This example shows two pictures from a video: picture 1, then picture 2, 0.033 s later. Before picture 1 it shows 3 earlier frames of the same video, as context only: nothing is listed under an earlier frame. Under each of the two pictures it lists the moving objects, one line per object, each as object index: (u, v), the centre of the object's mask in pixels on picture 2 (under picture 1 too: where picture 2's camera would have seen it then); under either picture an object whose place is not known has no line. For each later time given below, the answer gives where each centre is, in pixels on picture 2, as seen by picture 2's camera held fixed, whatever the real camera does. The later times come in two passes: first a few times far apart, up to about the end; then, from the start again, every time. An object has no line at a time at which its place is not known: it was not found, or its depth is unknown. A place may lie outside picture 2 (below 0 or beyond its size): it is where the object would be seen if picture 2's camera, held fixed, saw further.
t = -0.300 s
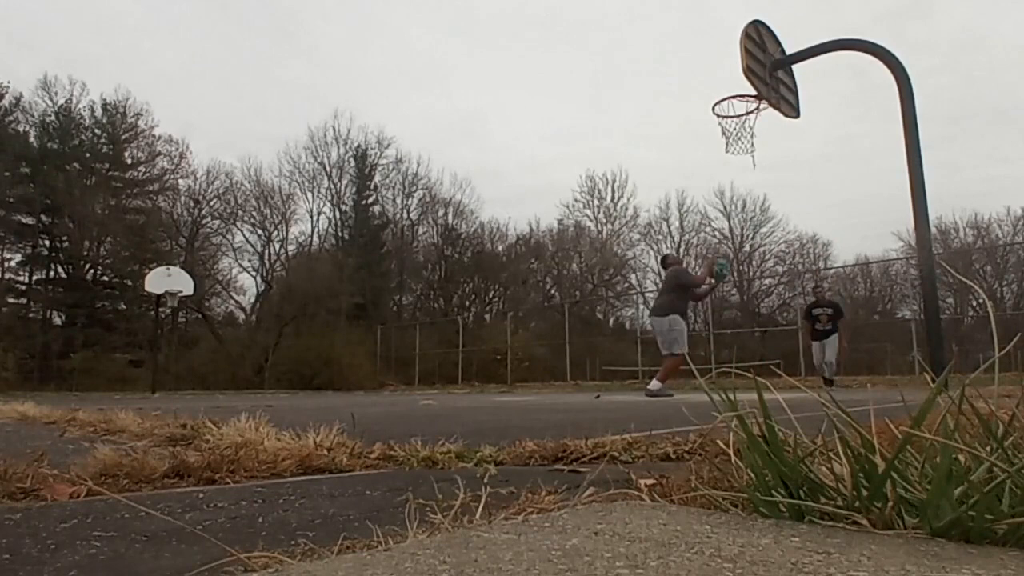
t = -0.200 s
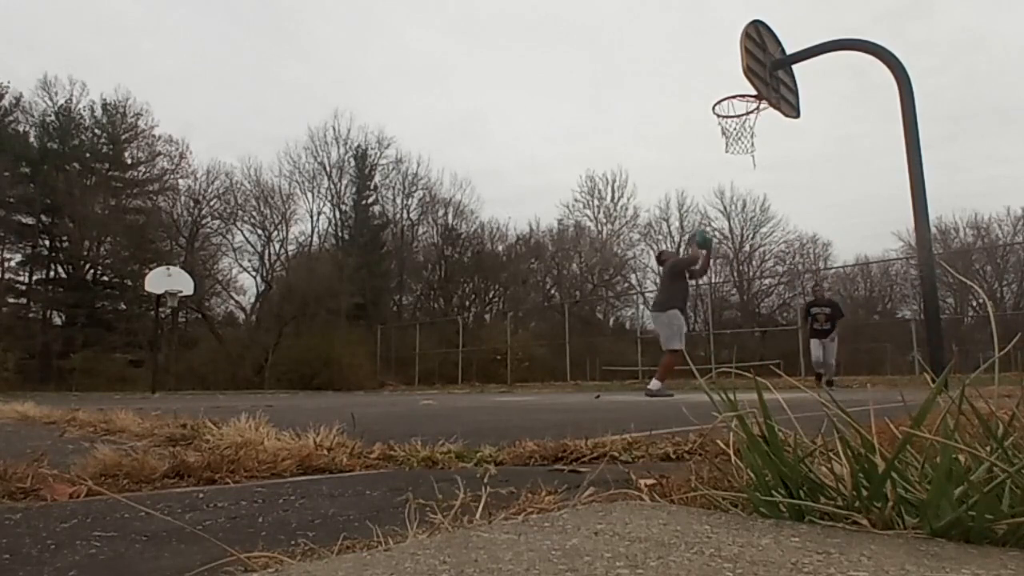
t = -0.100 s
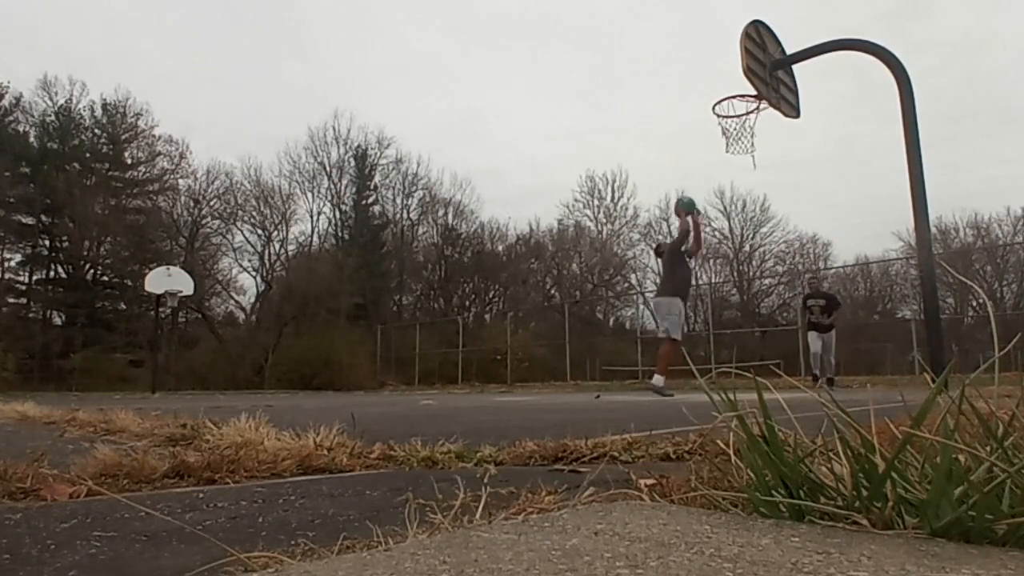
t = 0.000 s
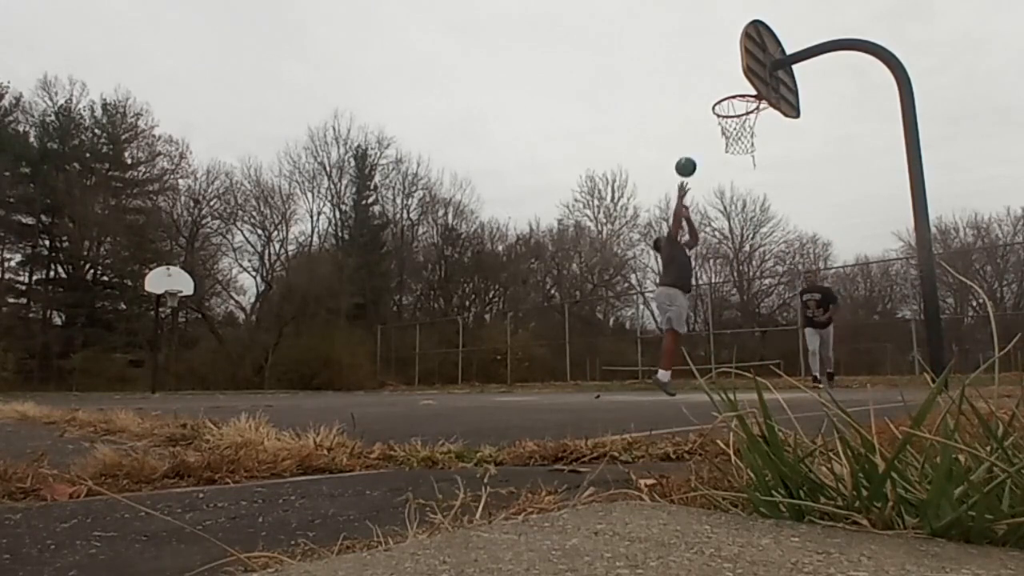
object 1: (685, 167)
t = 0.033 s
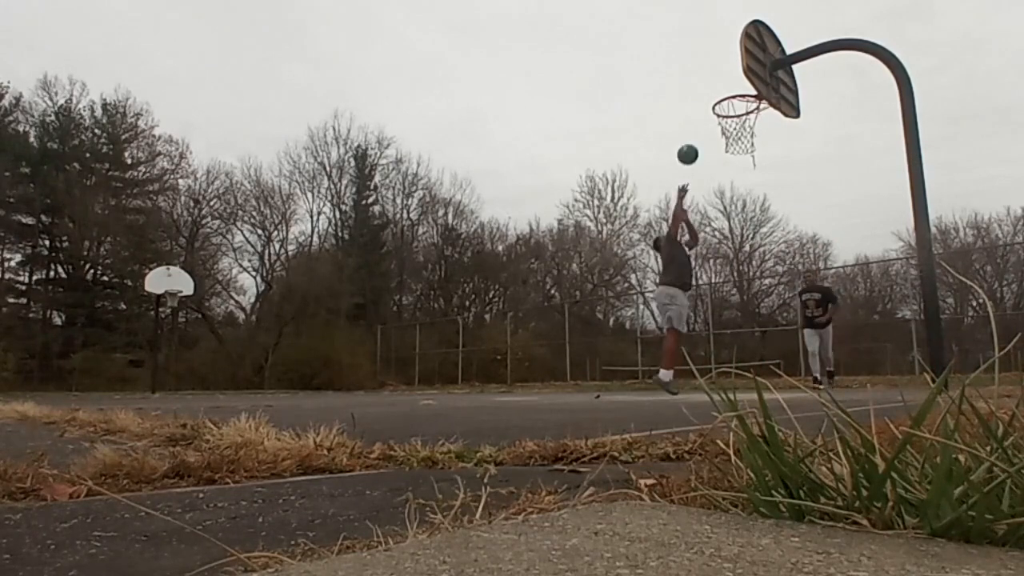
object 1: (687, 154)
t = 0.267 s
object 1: (703, 91)
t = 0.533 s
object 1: (724, 73)
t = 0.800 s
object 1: (735, 115)
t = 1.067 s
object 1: (726, 146)
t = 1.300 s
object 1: (731, 198)
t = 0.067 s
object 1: (689, 143)
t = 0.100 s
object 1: (692, 132)
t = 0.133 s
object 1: (694, 122)
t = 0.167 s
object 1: (696, 113)
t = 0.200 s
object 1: (698, 105)
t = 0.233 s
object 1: (701, 97)
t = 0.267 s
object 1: (703, 91)
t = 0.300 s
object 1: (705, 85)
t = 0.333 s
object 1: (708, 81)
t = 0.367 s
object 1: (711, 77)
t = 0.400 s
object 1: (713, 74)
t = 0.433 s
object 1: (716, 73)
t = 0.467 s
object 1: (719, 72)
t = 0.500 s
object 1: (722, 72)
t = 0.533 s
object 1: (724, 73)
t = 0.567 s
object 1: (728, 75)
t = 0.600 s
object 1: (731, 78)
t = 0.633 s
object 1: (734, 82)
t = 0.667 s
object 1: (738, 86)
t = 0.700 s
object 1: (741, 93)
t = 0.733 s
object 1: (741, 99)
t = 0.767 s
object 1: (738, 107)
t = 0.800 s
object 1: (735, 115)
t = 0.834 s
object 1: (731, 124)
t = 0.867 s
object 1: (728, 132)
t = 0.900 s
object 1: (727, 135)
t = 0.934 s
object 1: (726, 136)
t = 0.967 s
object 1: (725, 138)
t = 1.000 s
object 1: (725, 140)
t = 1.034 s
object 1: (726, 143)
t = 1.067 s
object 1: (726, 146)
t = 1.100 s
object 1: (727, 150)
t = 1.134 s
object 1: (727, 156)
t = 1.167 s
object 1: (728, 162)
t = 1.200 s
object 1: (728, 170)
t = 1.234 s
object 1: (729, 178)
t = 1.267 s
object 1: (730, 187)
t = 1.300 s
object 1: (731, 198)
